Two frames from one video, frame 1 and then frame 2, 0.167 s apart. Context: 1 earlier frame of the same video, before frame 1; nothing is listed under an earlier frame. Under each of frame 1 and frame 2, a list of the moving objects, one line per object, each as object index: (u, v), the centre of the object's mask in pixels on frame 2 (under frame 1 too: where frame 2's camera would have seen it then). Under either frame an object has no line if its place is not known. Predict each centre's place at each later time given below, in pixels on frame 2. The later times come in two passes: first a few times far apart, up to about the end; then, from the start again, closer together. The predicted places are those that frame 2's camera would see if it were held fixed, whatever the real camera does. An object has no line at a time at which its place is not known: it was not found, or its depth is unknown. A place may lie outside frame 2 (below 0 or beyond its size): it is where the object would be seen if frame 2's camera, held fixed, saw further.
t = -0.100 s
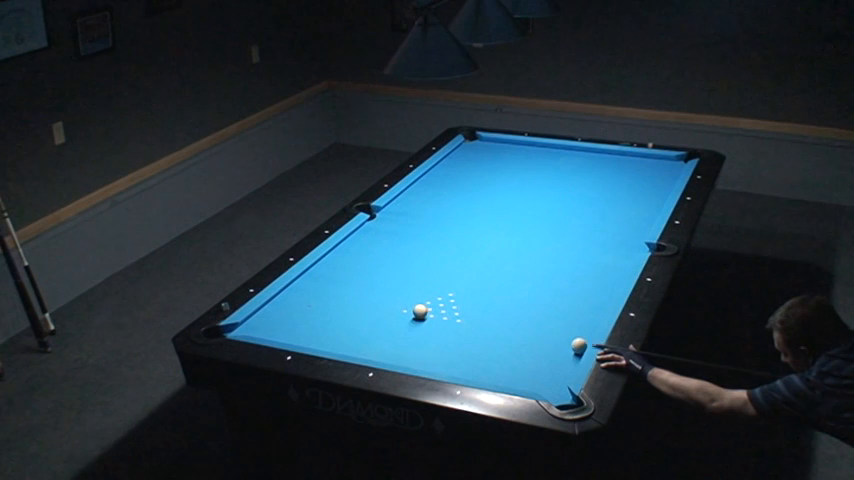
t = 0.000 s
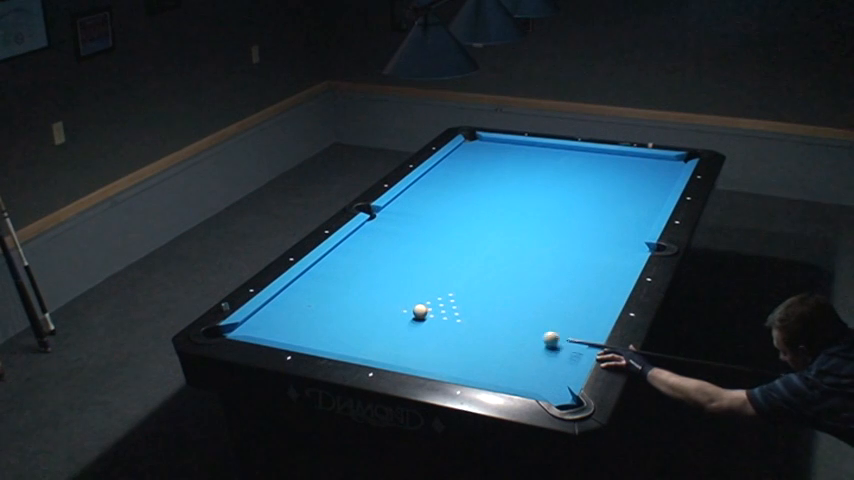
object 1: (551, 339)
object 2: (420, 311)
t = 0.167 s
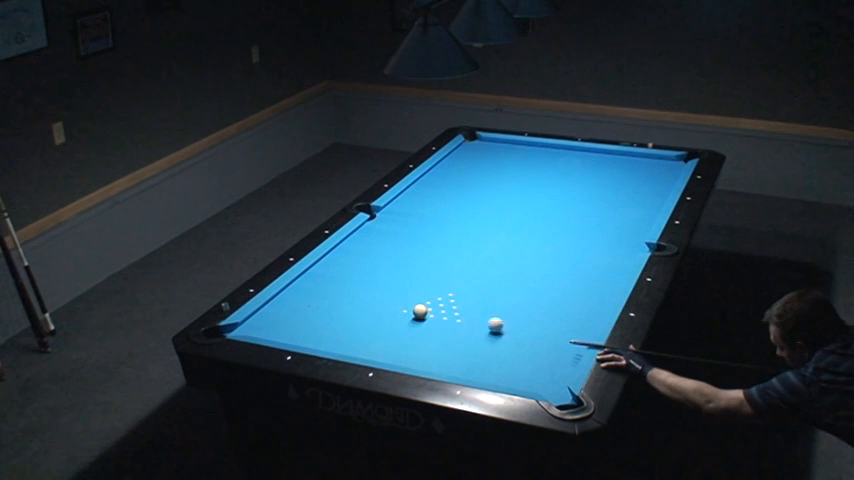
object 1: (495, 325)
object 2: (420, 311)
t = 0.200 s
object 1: (484, 322)
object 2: (420, 310)
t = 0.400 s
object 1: (432, 306)
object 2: (412, 312)
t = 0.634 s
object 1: (409, 286)
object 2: (371, 316)
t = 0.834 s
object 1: (390, 270)
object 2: (339, 319)
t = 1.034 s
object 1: (373, 256)
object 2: (307, 322)
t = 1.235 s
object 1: (357, 242)
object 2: (277, 325)
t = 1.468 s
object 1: (366, 235)
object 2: (242, 327)
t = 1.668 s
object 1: (386, 231)
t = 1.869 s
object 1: (404, 228)
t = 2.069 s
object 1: (422, 225)
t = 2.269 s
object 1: (439, 221)
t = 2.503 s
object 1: (457, 218)
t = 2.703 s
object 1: (472, 215)
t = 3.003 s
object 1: (493, 212)
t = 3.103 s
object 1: (500, 211)
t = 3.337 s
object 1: (514, 208)
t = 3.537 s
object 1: (527, 206)
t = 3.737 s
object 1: (537, 204)
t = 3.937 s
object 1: (548, 202)
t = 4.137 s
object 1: (558, 200)
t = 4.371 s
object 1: (568, 198)
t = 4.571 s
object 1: (577, 197)
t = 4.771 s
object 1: (585, 196)
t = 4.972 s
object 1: (592, 195)
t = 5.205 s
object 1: (600, 193)
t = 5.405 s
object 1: (606, 192)
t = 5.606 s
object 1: (611, 191)
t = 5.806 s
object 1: (616, 191)
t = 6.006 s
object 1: (620, 190)
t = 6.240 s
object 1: (624, 190)
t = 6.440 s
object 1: (627, 189)
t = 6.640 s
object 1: (629, 189)
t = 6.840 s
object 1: (630, 188)
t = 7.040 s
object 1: (631, 188)
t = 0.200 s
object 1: (484, 322)
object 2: (420, 310)
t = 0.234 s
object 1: (474, 319)
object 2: (420, 311)
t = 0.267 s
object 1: (464, 316)
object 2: (420, 311)
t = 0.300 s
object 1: (454, 314)
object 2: (420, 311)
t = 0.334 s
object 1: (444, 312)
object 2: (420, 311)
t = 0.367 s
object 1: (435, 309)
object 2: (419, 311)
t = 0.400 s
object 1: (432, 306)
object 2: (412, 312)
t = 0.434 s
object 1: (430, 303)
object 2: (405, 313)
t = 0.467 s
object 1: (427, 300)
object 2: (398, 313)
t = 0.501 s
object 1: (423, 297)
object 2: (392, 314)
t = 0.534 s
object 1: (419, 294)
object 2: (387, 314)
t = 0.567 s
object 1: (416, 292)
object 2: (382, 314)
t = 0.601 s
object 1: (412, 289)
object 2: (377, 315)
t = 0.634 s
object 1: (409, 286)
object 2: (371, 316)
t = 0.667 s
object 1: (406, 283)
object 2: (366, 317)
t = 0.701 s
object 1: (403, 281)
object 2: (360, 317)
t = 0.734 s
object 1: (400, 278)
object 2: (355, 318)
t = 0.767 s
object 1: (396, 276)
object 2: (350, 318)
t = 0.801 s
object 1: (393, 273)
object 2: (344, 319)
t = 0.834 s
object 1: (390, 270)
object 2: (339, 319)
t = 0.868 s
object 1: (387, 268)
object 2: (333, 320)
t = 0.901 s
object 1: (384, 265)
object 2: (328, 320)
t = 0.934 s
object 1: (381, 263)
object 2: (323, 321)
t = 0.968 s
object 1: (379, 261)
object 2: (318, 322)
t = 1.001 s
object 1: (376, 258)
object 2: (312, 322)
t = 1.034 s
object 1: (373, 256)
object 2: (307, 322)
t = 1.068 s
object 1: (370, 254)
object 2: (302, 323)
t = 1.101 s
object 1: (368, 251)
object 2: (297, 322)
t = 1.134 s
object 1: (365, 249)
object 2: (292, 324)
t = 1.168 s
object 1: (362, 247)
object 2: (288, 324)
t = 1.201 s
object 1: (360, 245)
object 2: (282, 324)
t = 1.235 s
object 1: (357, 242)
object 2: (277, 325)
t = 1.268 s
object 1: (354, 241)
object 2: (271, 326)
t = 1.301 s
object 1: (352, 239)
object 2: (267, 326)
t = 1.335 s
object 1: (352, 237)
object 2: (261, 327)
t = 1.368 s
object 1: (356, 237)
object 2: (256, 327)
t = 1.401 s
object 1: (360, 236)
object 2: (252, 327)
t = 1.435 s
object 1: (364, 235)
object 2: (247, 326)
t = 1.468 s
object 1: (366, 235)
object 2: (242, 327)
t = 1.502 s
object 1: (370, 234)
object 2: (238, 327)
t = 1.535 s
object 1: (373, 234)
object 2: (233, 327)
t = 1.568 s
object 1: (376, 233)
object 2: (229, 328)
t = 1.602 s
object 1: (379, 233)
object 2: (224, 330)
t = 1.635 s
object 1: (383, 232)
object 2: (220, 337)
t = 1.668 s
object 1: (386, 231)
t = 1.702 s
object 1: (389, 231)
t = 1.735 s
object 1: (392, 230)
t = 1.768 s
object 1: (395, 230)
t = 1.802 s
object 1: (398, 229)
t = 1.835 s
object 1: (401, 228)
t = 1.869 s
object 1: (404, 228)
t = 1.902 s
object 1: (407, 227)
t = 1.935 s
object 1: (410, 227)
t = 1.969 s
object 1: (413, 226)
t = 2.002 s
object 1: (416, 225)
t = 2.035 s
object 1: (419, 225)
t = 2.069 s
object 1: (422, 225)
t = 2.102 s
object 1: (425, 224)
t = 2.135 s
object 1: (428, 223)
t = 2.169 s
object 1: (430, 223)
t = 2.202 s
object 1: (433, 222)
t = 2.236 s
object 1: (437, 222)
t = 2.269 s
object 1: (439, 221)
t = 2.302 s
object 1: (441, 221)
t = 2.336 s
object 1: (444, 220)
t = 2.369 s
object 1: (447, 220)
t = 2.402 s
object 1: (450, 219)
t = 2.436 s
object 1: (452, 219)
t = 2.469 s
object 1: (455, 219)
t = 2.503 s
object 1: (457, 218)
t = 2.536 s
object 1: (460, 218)
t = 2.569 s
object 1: (462, 217)
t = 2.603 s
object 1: (465, 217)
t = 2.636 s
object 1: (468, 216)
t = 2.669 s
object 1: (470, 216)
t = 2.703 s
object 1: (472, 215)
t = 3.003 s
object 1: (493, 212)
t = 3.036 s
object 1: (496, 211)
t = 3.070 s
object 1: (498, 211)
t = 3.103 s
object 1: (500, 211)
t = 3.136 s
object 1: (502, 210)
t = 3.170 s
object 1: (504, 210)
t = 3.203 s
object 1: (506, 210)
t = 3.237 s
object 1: (508, 209)
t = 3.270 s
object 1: (510, 209)
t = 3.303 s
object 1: (512, 208)
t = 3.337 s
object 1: (514, 208)
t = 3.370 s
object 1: (517, 208)
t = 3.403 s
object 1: (519, 207)
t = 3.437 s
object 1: (521, 207)
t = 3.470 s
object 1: (522, 207)
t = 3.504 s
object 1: (525, 206)
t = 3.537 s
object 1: (527, 206)
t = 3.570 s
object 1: (528, 205)
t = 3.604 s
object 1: (530, 205)
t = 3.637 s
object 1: (532, 205)
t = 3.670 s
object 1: (534, 205)
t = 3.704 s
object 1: (536, 204)
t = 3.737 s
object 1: (537, 204)
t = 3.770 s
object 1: (539, 203)
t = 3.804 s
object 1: (541, 203)
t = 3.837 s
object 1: (543, 203)
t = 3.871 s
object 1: (545, 203)
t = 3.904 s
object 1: (546, 202)
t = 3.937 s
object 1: (548, 202)
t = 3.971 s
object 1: (550, 202)
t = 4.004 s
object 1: (551, 201)
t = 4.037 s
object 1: (553, 201)
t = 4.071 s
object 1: (554, 201)
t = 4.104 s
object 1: (556, 201)
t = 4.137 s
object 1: (558, 200)
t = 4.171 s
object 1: (559, 200)
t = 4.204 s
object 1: (561, 200)
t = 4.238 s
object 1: (562, 200)
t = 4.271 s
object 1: (564, 199)
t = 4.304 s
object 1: (565, 199)
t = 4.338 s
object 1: (567, 199)
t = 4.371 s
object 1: (568, 198)
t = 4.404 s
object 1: (570, 198)
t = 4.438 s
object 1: (572, 198)
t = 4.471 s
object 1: (573, 198)
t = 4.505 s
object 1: (574, 198)
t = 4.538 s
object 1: (575, 197)
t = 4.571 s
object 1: (577, 197)
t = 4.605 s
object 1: (578, 197)
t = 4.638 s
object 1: (579, 197)
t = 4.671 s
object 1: (581, 196)
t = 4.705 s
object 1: (582, 196)
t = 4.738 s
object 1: (583, 196)
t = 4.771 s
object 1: (585, 196)
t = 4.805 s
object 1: (586, 195)
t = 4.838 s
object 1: (587, 195)
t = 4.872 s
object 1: (588, 195)
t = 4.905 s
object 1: (590, 195)
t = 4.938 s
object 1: (591, 195)
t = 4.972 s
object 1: (592, 195)
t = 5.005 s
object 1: (593, 195)
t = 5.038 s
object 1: (594, 194)
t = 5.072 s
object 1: (595, 194)
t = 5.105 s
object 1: (596, 194)
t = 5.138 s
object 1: (598, 194)
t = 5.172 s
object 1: (599, 193)
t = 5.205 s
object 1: (600, 193)
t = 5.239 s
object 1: (601, 193)
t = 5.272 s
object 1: (602, 193)
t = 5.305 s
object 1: (603, 193)
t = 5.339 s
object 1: (604, 192)
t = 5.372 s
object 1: (605, 192)
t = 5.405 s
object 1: (606, 192)
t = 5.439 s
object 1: (607, 192)
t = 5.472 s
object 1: (608, 192)
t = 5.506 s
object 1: (608, 192)
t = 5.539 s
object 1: (609, 192)
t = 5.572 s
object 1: (610, 191)
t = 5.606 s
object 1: (611, 191)
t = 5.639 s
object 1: (612, 191)
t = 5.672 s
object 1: (613, 191)
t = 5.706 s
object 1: (613, 191)
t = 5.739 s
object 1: (614, 191)
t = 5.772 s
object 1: (615, 191)
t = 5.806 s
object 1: (616, 191)
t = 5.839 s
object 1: (616, 191)
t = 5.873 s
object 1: (617, 190)
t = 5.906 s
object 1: (618, 190)
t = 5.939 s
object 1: (619, 191)
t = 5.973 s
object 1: (619, 190)
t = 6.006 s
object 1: (620, 190)
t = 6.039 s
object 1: (621, 190)
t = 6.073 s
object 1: (622, 190)
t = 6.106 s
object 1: (622, 190)
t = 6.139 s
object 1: (623, 190)
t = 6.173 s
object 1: (623, 190)
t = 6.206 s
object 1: (624, 190)
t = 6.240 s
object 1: (624, 190)
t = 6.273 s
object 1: (625, 189)
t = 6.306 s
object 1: (625, 189)
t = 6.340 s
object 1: (626, 189)
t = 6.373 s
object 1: (626, 189)
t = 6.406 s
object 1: (627, 189)
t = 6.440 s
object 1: (627, 189)
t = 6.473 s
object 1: (627, 189)
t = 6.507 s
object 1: (628, 189)
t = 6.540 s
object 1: (628, 189)
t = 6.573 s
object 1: (628, 189)
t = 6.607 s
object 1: (629, 189)
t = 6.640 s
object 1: (629, 189)
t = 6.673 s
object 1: (629, 189)
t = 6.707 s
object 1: (629, 189)
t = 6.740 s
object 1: (630, 189)
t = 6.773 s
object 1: (630, 188)
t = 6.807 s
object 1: (630, 188)
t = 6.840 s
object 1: (630, 188)
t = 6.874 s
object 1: (630, 188)
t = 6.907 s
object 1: (631, 188)
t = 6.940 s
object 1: (631, 188)
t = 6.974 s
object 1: (631, 188)
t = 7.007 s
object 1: (631, 188)
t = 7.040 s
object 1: (631, 188)
